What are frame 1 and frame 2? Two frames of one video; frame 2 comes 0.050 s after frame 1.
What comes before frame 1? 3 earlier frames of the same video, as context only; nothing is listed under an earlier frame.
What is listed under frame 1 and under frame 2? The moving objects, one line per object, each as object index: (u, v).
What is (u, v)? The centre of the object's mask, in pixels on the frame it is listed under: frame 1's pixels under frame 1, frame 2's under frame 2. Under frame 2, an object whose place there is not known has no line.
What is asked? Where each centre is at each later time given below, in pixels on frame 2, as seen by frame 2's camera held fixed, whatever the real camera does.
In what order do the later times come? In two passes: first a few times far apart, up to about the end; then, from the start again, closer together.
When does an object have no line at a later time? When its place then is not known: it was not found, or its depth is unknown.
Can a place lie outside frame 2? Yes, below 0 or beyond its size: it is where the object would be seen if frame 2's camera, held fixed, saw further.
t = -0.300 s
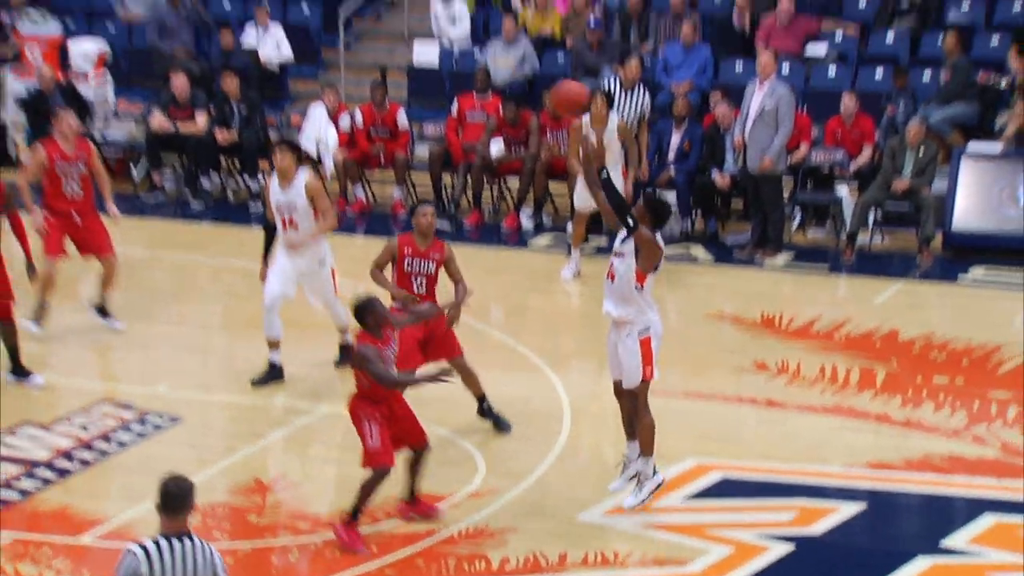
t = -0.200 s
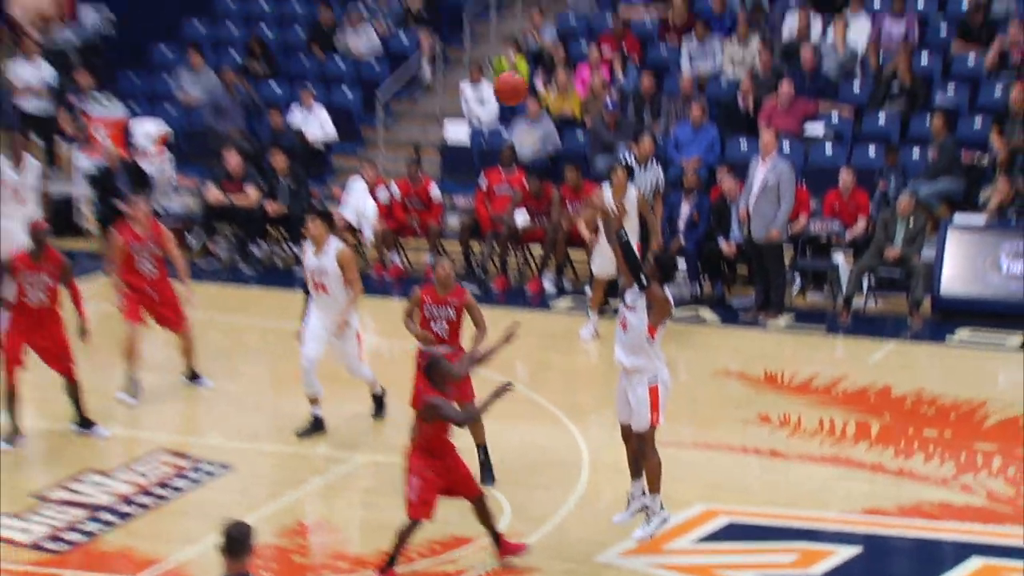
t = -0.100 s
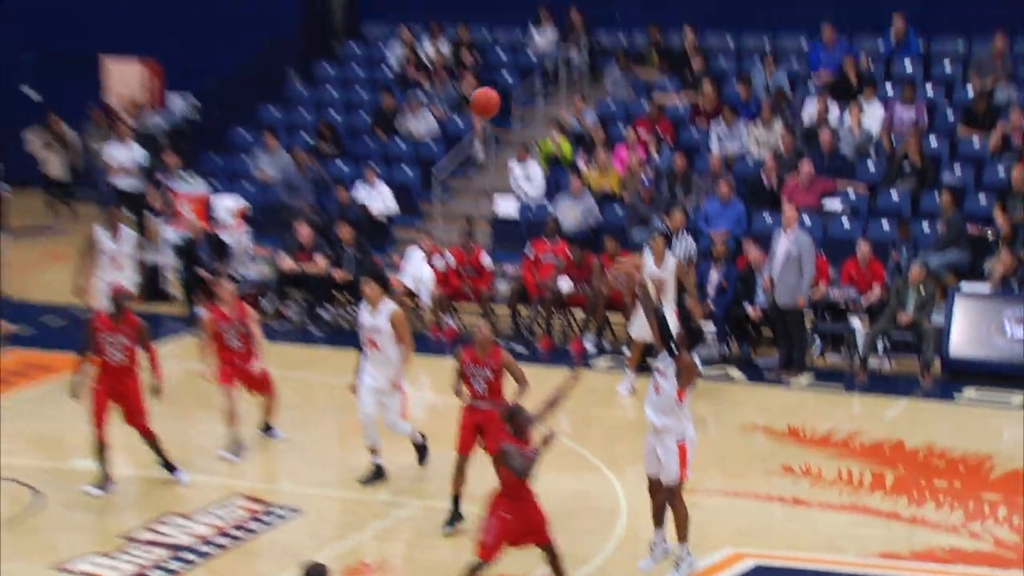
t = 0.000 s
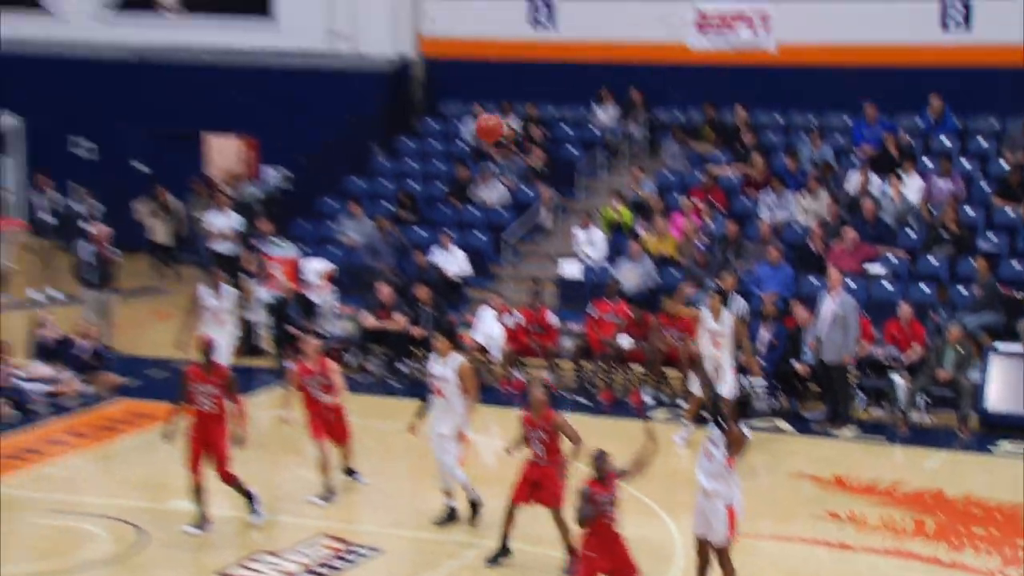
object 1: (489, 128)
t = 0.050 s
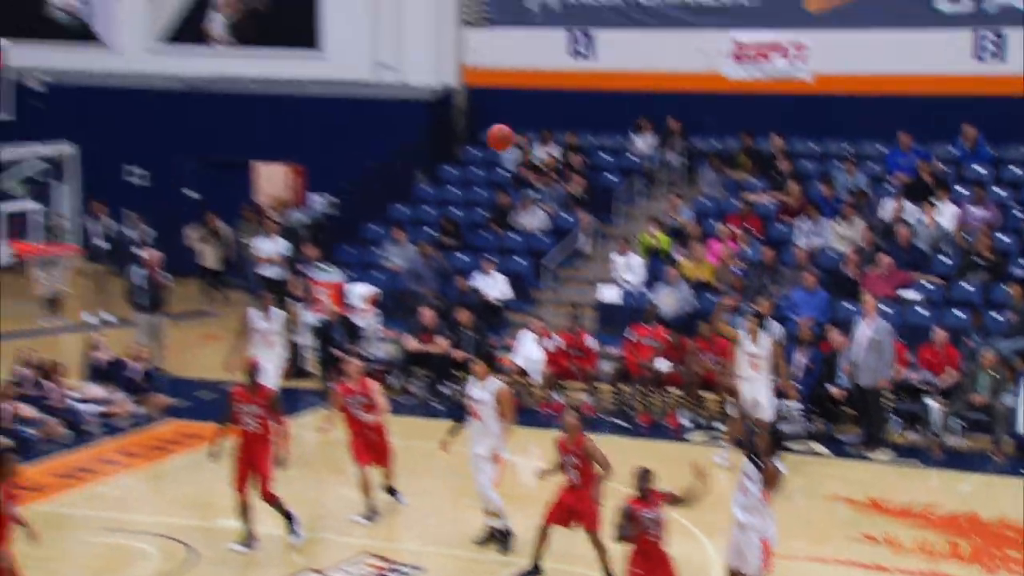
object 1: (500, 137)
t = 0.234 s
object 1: (395, 97)
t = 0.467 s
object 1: (269, 98)
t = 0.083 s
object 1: (480, 128)
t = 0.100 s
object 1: (470, 123)
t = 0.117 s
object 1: (461, 119)
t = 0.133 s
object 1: (451, 115)
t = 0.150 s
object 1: (442, 111)
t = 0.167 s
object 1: (432, 107)
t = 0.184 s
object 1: (423, 105)
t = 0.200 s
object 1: (414, 102)
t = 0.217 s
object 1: (404, 99)
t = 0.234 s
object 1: (395, 97)
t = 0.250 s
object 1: (386, 95)
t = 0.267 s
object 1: (376, 94)
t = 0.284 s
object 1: (367, 93)
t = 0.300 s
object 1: (358, 92)
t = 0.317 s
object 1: (349, 91)
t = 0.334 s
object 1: (340, 91)
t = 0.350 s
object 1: (331, 91)
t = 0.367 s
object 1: (322, 91)
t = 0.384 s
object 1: (313, 91)
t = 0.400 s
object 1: (305, 92)
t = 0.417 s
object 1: (296, 93)
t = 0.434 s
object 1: (287, 94)
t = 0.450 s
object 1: (278, 96)
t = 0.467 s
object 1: (269, 98)
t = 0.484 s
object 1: (261, 100)
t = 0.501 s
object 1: (252, 103)
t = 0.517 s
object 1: (243, 105)
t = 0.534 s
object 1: (235, 108)
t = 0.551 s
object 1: (226, 112)
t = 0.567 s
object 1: (218, 116)
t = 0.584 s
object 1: (209, 120)
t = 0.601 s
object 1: (200, 124)
